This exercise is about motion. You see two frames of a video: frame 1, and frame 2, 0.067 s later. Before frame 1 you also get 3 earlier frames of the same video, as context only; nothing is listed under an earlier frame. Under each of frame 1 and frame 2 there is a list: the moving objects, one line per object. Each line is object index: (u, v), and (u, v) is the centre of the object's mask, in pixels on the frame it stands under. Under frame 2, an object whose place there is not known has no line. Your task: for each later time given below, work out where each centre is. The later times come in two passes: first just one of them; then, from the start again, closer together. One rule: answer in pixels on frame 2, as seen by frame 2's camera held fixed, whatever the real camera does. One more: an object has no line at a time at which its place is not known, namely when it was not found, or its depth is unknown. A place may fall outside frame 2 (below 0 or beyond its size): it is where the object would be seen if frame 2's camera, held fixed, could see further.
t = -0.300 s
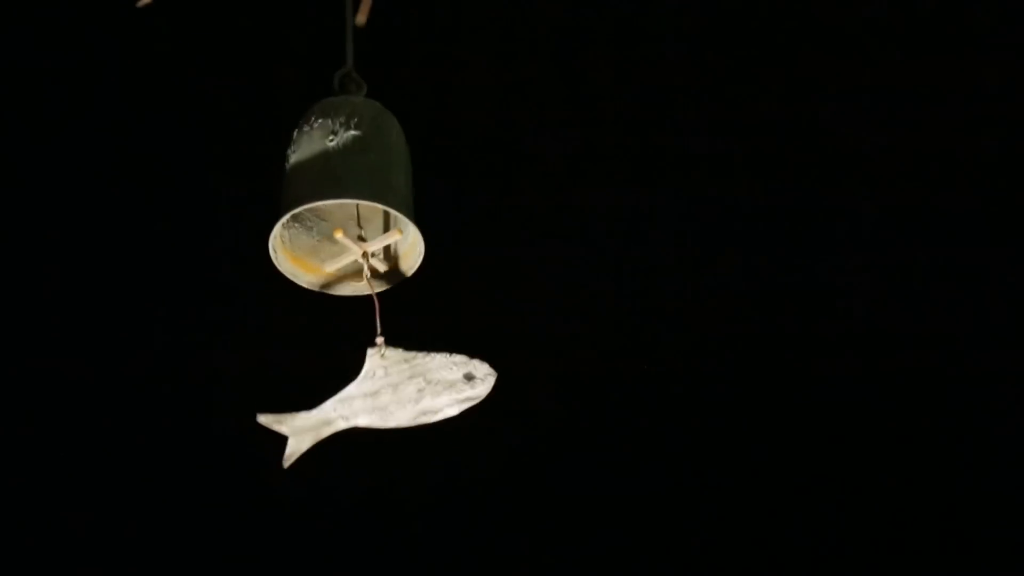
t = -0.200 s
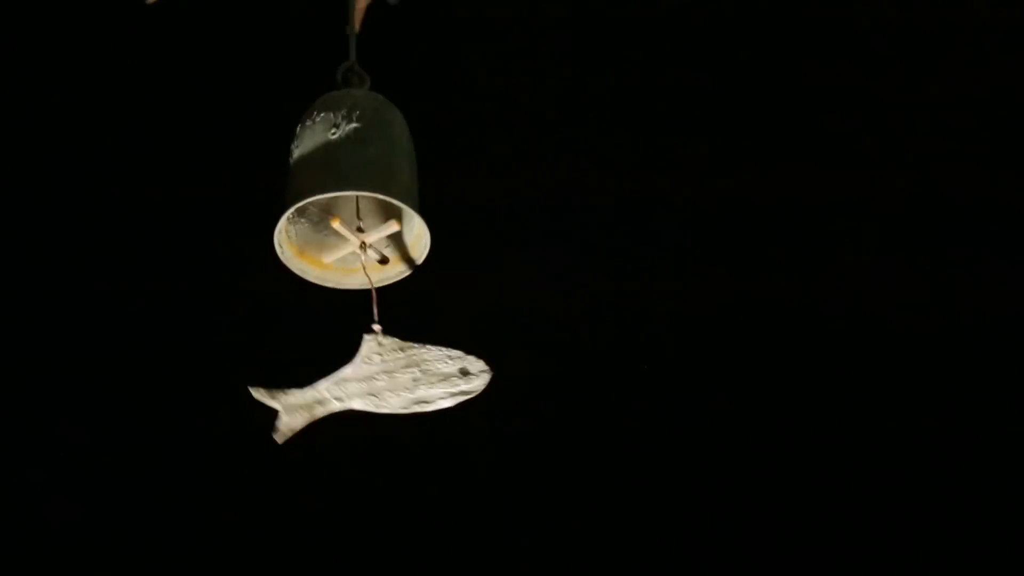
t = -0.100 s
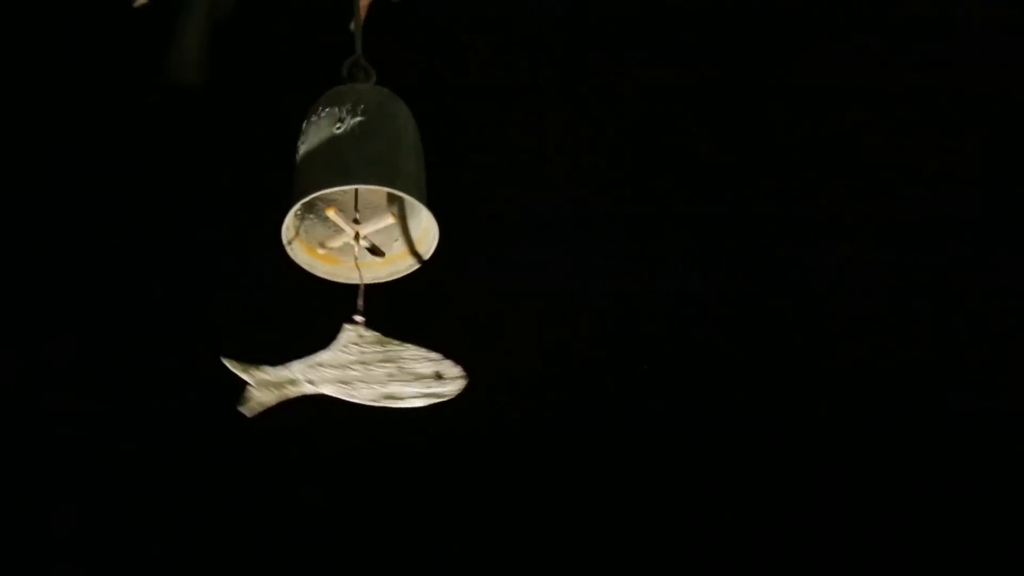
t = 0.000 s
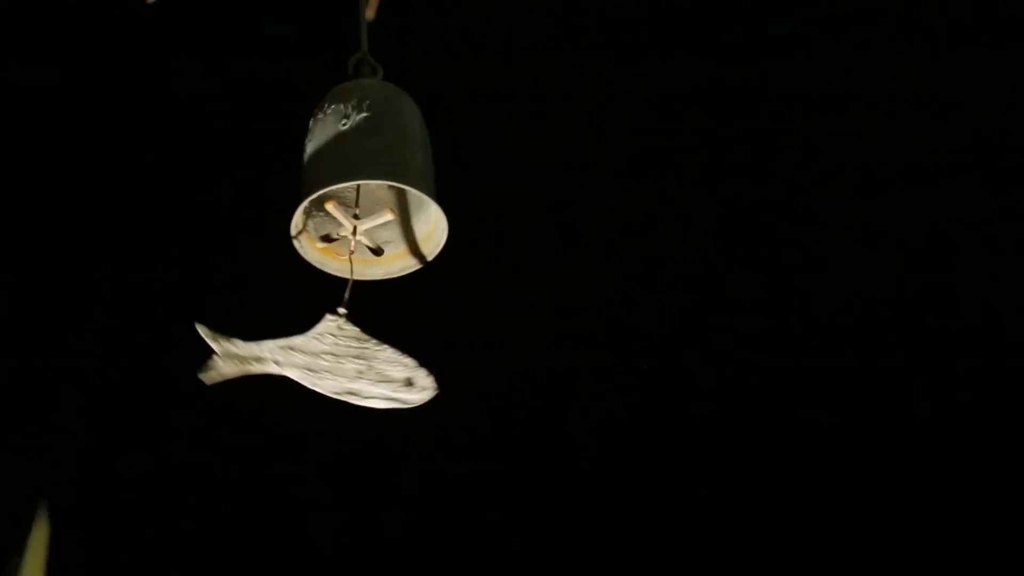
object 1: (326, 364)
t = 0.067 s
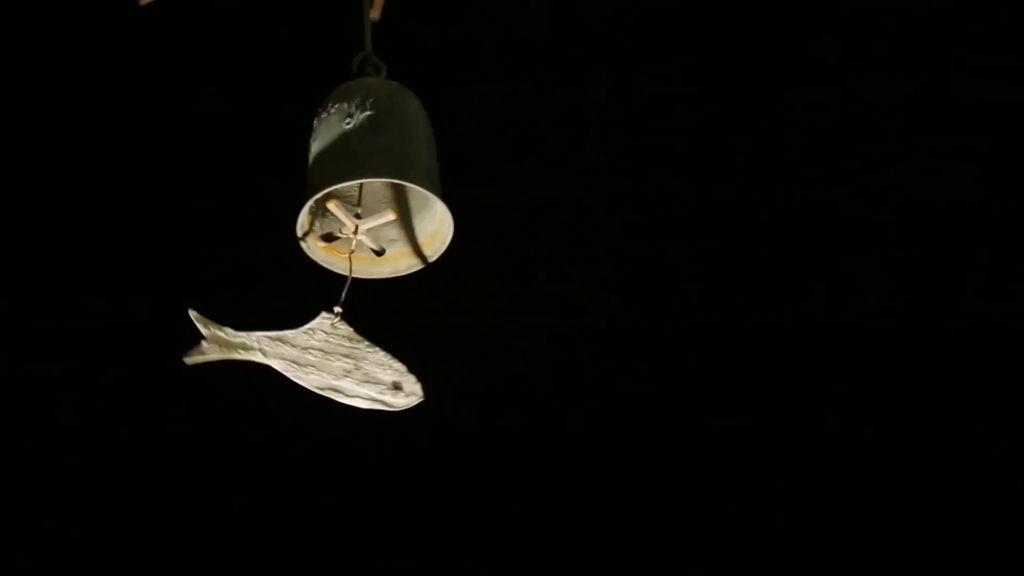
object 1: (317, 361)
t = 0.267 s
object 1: (330, 380)
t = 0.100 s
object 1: (314, 361)
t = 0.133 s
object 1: (310, 362)
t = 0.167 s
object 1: (309, 365)
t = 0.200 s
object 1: (312, 369)
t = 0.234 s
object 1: (319, 375)
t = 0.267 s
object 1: (330, 380)
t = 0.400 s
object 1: (394, 391)
